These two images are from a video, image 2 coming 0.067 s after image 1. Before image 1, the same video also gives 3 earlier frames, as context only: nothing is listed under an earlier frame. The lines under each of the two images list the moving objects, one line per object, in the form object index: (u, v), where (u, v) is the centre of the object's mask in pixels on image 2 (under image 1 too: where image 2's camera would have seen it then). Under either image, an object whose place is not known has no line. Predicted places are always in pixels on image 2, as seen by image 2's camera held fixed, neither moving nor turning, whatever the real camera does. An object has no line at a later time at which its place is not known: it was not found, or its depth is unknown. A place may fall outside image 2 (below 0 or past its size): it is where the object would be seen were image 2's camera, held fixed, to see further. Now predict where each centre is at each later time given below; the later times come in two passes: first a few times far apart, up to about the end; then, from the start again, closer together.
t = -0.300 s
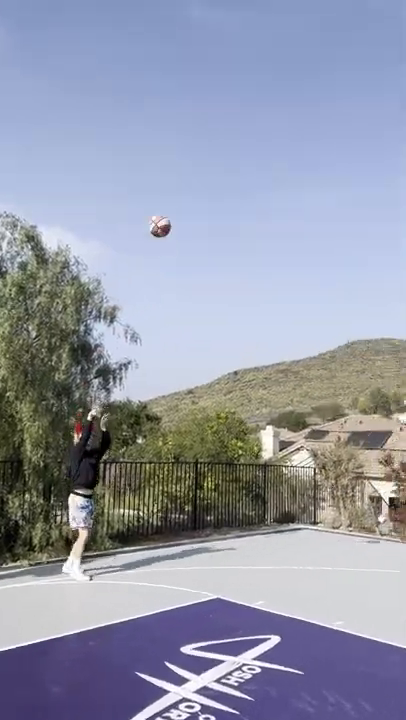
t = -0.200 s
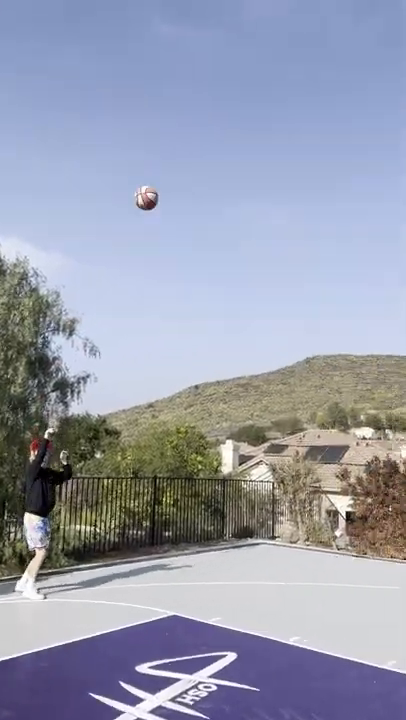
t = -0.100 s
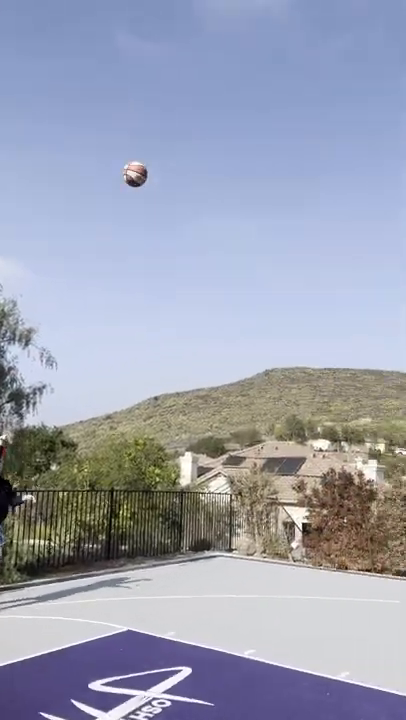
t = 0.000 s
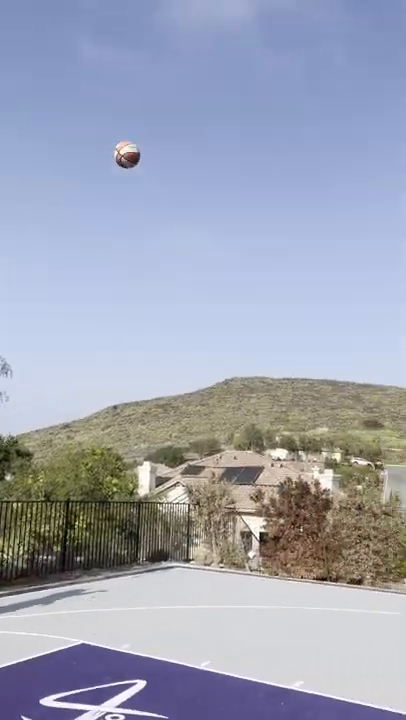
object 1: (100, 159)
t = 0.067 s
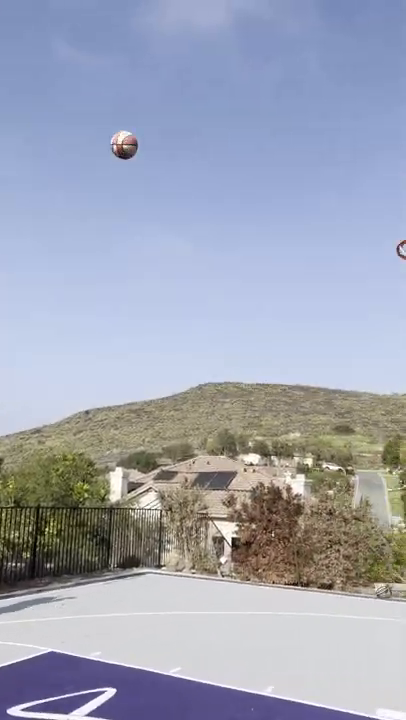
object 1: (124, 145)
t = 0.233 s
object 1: (189, 127)
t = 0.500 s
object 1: (325, 166)
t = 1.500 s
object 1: (366, 256)
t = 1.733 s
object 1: (304, 511)
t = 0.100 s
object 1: (136, 140)
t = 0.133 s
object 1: (148, 134)
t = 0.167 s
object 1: (162, 131)
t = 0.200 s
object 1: (175, 128)
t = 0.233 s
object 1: (189, 127)
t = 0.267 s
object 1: (204, 126)
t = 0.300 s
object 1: (219, 127)
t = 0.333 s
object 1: (235, 130)
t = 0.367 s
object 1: (250, 134)
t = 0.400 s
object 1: (268, 139)
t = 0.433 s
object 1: (286, 146)
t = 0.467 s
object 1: (305, 155)
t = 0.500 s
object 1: (325, 166)
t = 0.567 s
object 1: (367, 194)
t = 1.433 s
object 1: (381, 209)
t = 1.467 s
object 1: (374, 231)
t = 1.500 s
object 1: (366, 256)
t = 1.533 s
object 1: (358, 284)
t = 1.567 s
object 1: (350, 314)
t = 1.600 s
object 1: (342, 347)
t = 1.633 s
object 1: (333, 384)
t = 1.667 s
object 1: (323, 423)
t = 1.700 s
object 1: (313, 464)
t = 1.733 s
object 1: (304, 511)
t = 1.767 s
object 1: (294, 563)
